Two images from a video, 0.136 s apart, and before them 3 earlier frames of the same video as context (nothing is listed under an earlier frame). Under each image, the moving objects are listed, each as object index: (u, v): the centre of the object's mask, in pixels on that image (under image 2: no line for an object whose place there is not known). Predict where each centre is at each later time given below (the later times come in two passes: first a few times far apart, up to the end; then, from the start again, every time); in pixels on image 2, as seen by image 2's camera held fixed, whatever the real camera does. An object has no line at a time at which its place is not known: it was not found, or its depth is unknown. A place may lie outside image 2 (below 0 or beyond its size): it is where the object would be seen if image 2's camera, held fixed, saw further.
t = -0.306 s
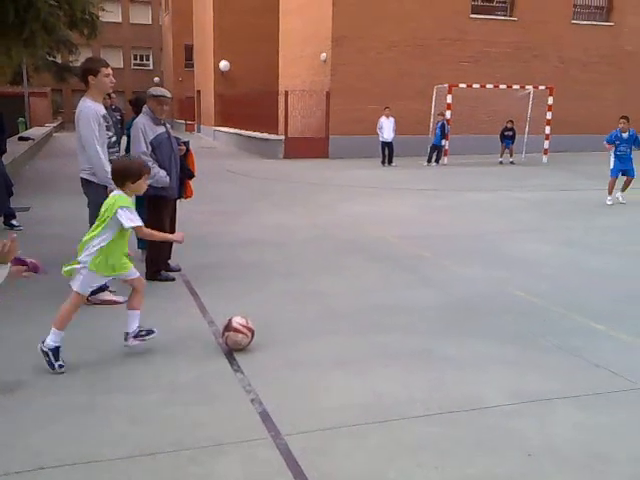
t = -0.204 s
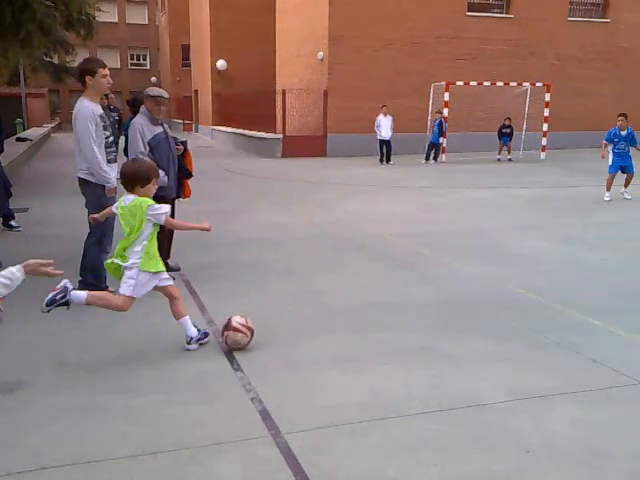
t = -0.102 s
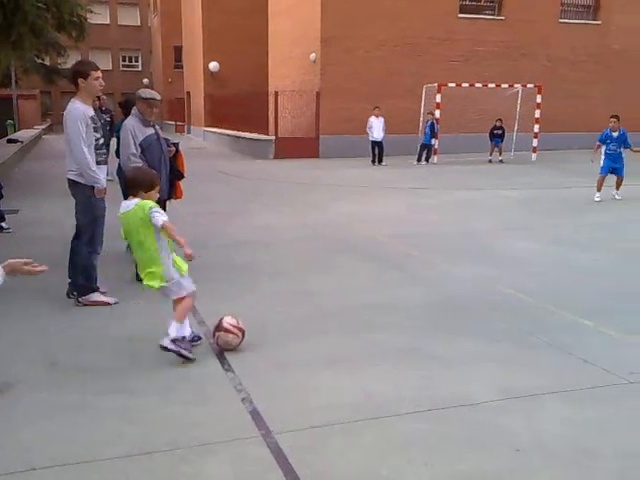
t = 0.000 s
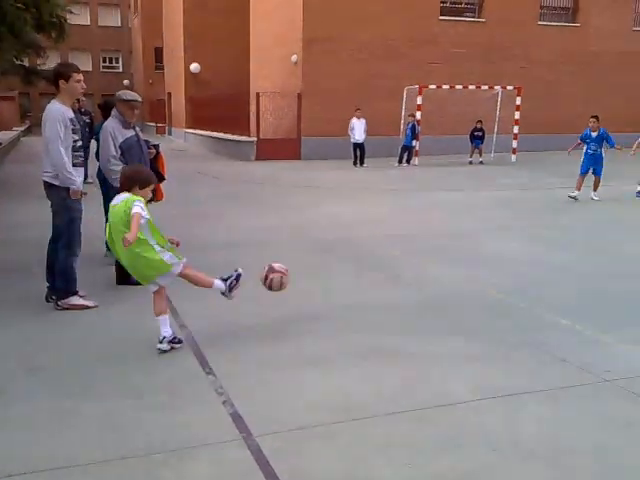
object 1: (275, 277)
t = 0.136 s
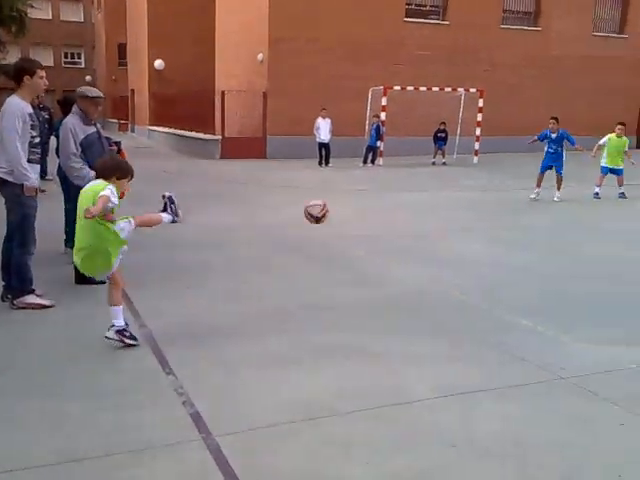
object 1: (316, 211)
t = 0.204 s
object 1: (346, 194)
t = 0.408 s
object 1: (415, 174)
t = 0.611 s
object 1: (459, 191)
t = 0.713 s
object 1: (476, 206)
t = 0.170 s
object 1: (332, 202)
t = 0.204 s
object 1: (346, 194)
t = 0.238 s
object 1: (360, 187)
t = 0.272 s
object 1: (372, 182)
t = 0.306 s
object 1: (384, 178)
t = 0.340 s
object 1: (395, 176)
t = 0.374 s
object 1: (405, 174)
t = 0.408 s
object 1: (415, 174)
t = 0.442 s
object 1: (424, 175)
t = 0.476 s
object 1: (432, 177)
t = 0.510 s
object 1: (439, 179)
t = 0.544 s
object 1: (446, 182)
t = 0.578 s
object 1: (453, 186)
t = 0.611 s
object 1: (459, 191)
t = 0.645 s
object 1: (465, 195)
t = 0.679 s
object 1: (472, 200)
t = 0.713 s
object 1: (476, 206)
